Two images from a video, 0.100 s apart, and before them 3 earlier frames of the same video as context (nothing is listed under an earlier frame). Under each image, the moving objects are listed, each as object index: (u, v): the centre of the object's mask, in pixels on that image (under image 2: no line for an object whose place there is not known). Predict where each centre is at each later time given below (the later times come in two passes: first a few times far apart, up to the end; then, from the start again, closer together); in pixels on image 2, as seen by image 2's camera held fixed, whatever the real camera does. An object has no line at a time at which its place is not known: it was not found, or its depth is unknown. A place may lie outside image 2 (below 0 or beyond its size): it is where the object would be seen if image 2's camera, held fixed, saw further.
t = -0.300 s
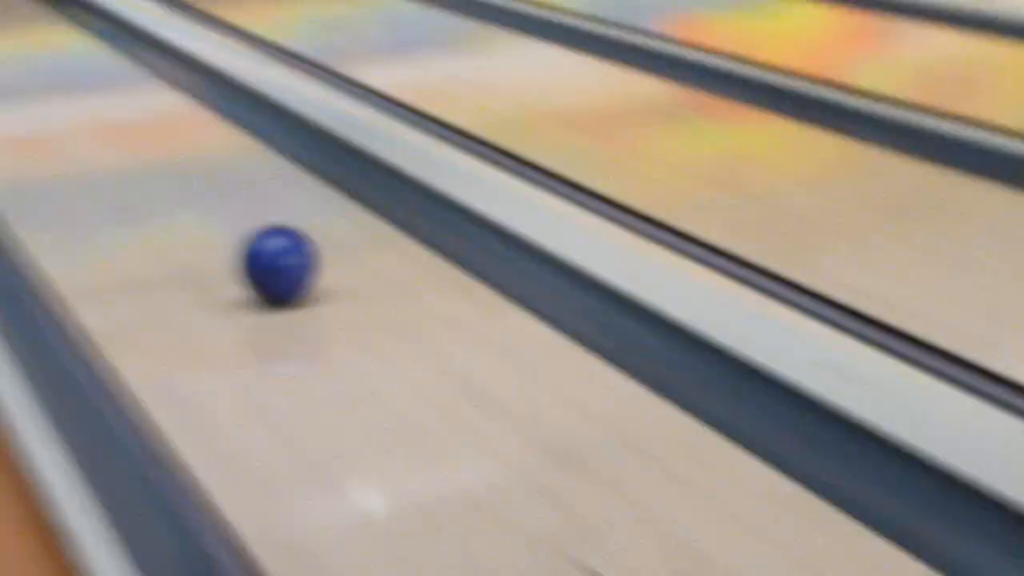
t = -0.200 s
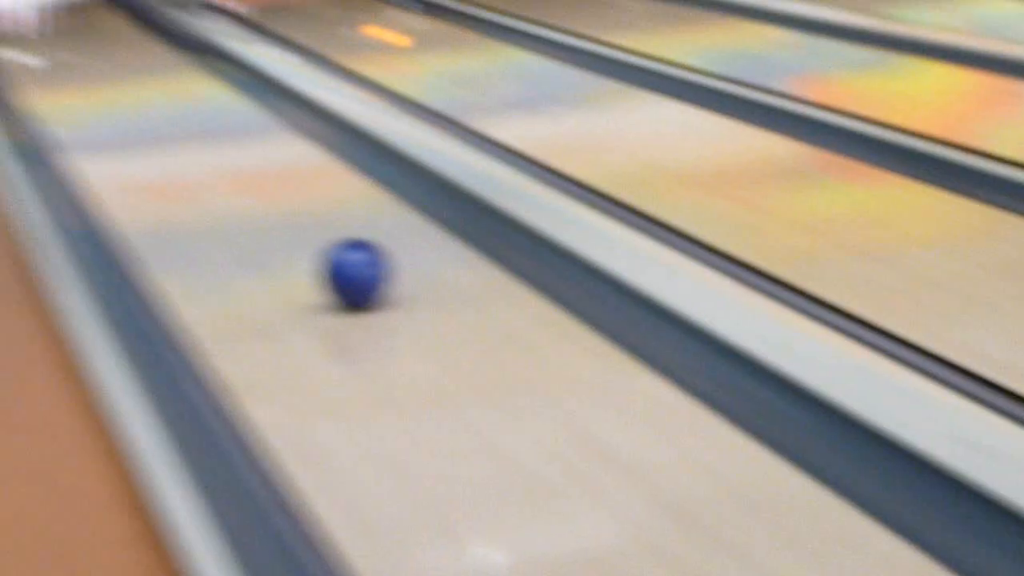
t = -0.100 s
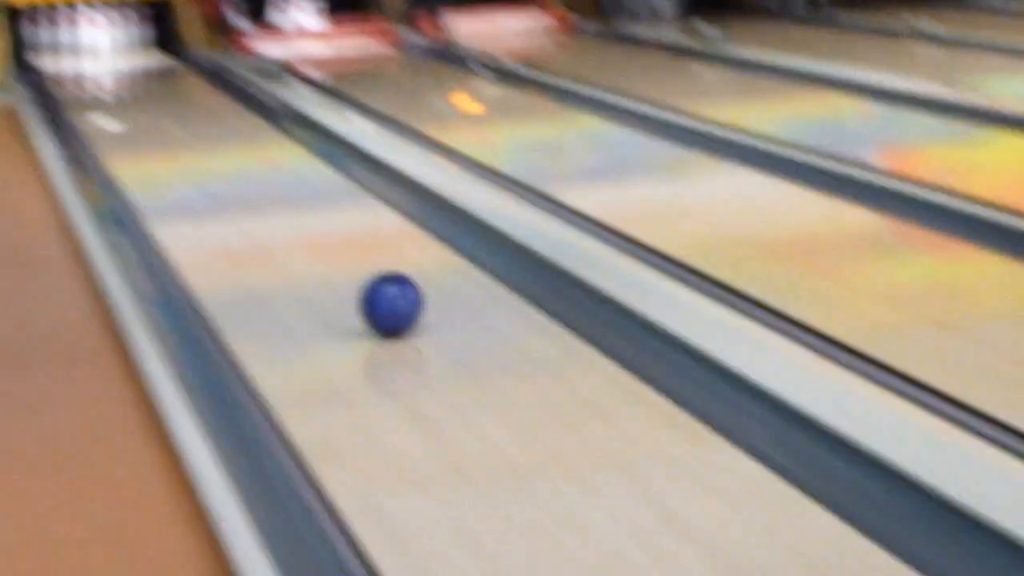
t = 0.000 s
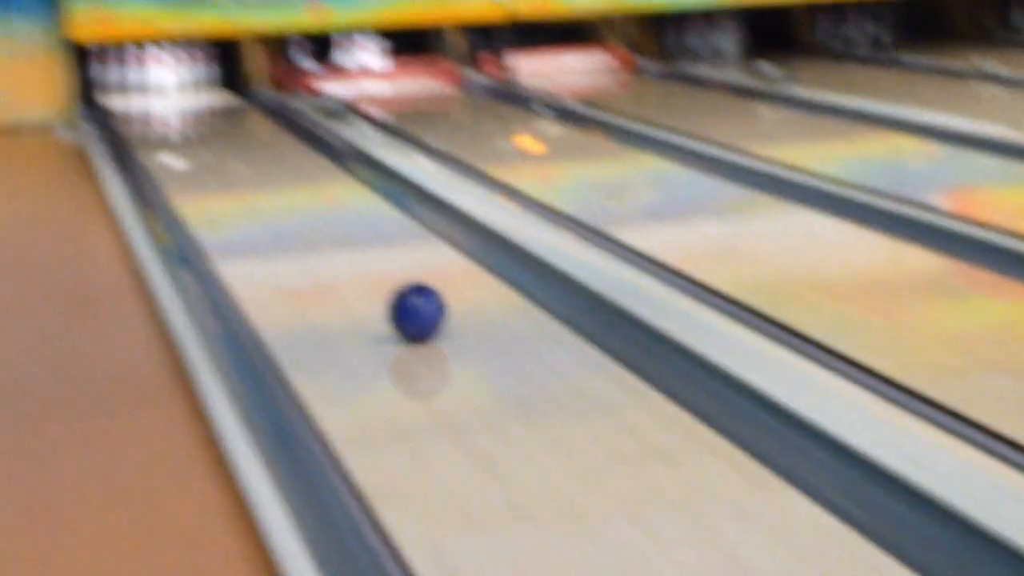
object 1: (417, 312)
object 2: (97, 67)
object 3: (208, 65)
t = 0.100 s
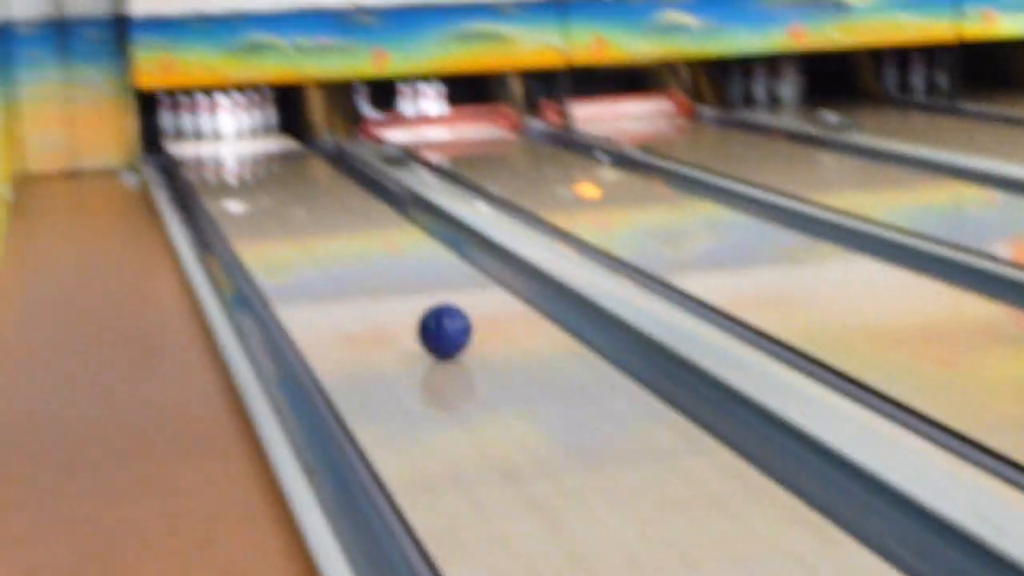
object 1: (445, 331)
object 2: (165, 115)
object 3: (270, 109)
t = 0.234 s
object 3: (275, 113)
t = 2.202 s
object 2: (170, 116)
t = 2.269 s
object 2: (166, 115)
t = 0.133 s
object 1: (435, 322)
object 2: (169, 117)
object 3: (273, 111)
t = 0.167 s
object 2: (171, 118)
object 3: (273, 112)
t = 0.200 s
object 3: (275, 114)
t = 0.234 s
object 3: (275, 113)
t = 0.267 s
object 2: (169, 118)
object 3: (276, 114)
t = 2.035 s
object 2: (174, 120)
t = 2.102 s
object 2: (173, 119)
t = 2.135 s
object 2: (172, 118)
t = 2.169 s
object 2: (171, 118)
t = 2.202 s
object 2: (170, 116)
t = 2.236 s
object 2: (169, 115)
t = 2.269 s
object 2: (166, 115)
